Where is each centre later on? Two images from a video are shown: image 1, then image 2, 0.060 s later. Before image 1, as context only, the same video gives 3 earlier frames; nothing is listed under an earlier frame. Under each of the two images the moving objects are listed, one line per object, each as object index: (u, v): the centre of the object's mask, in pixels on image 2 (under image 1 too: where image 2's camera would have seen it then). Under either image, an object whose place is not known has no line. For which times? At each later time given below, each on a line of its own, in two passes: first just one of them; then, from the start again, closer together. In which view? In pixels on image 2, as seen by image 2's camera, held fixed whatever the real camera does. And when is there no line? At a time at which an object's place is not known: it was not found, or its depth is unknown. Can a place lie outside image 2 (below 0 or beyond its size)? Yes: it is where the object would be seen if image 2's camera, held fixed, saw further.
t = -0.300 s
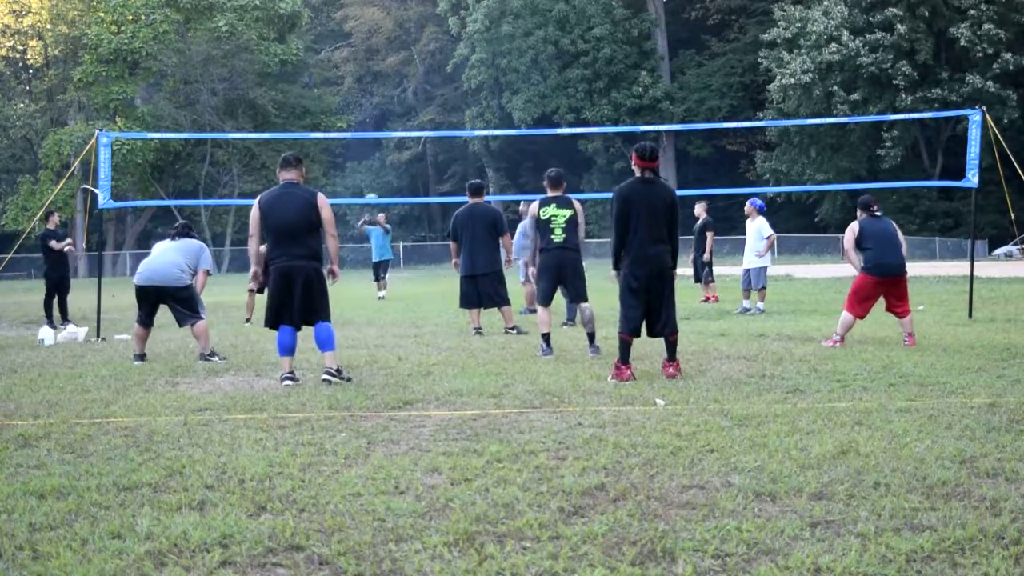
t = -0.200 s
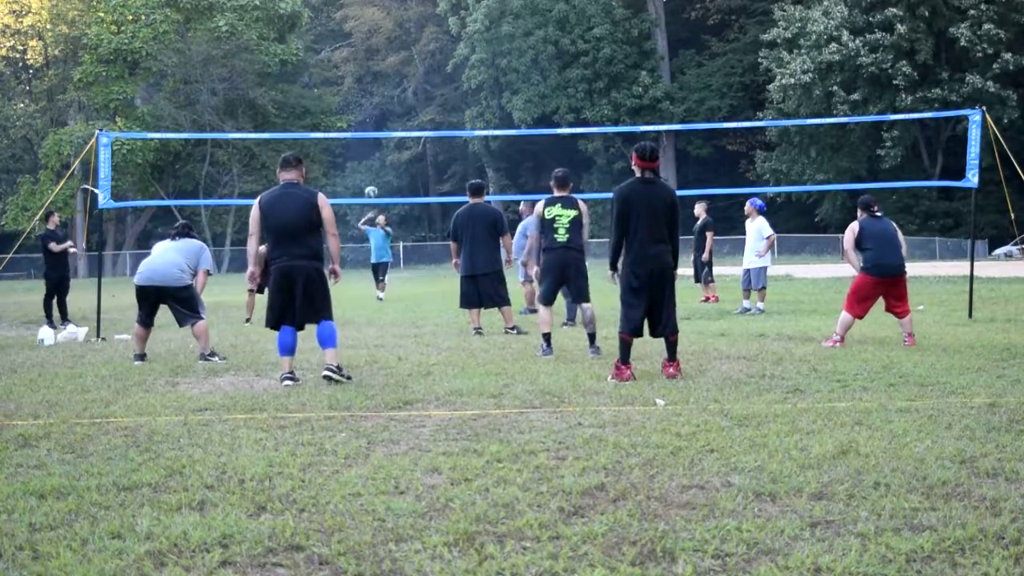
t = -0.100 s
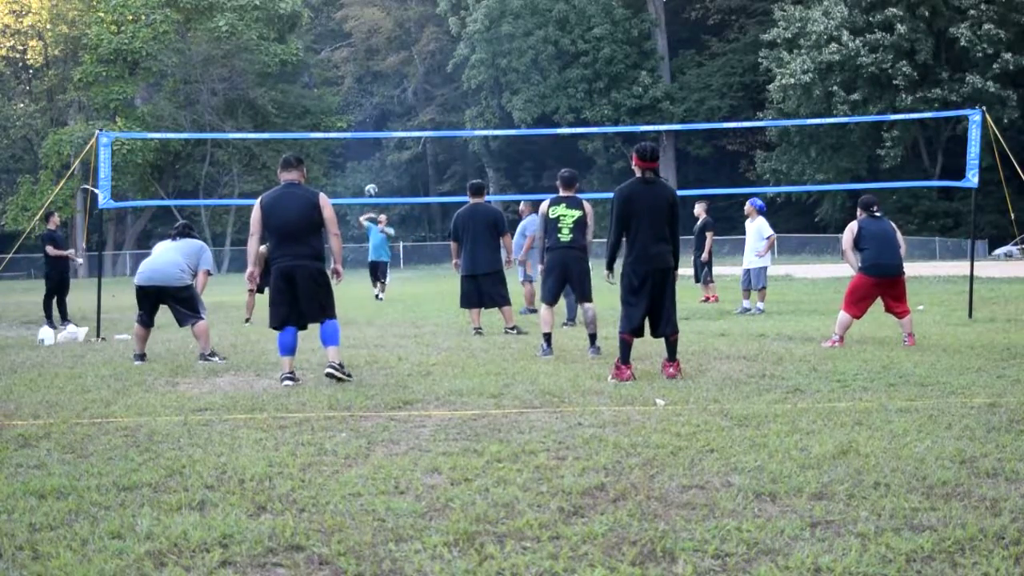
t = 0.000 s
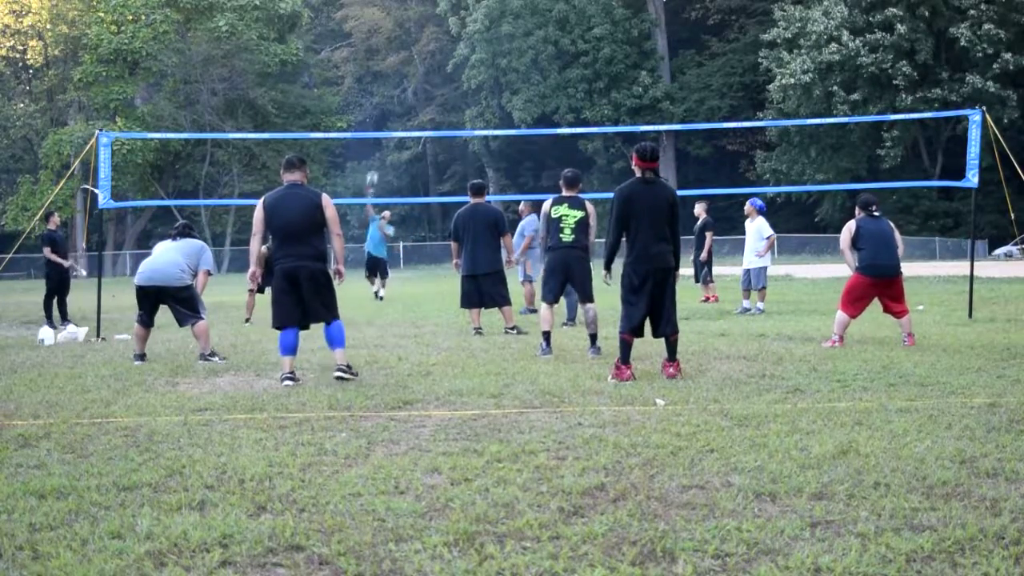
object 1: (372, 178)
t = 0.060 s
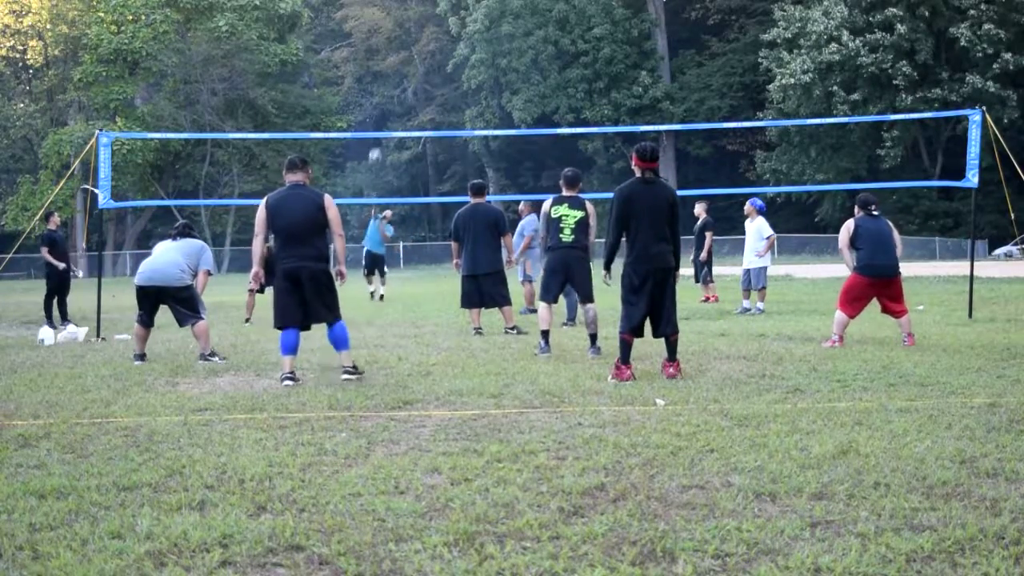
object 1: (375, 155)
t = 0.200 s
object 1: (382, 108)
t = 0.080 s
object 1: (376, 147)
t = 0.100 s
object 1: (376, 142)
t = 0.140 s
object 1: (379, 126)
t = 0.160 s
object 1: (380, 121)
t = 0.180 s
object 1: (381, 115)
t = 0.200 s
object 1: (382, 108)
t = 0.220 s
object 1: (383, 102)
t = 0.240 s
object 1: (383, 96)
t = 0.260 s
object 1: (385, 90)
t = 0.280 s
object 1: (386, 85)
